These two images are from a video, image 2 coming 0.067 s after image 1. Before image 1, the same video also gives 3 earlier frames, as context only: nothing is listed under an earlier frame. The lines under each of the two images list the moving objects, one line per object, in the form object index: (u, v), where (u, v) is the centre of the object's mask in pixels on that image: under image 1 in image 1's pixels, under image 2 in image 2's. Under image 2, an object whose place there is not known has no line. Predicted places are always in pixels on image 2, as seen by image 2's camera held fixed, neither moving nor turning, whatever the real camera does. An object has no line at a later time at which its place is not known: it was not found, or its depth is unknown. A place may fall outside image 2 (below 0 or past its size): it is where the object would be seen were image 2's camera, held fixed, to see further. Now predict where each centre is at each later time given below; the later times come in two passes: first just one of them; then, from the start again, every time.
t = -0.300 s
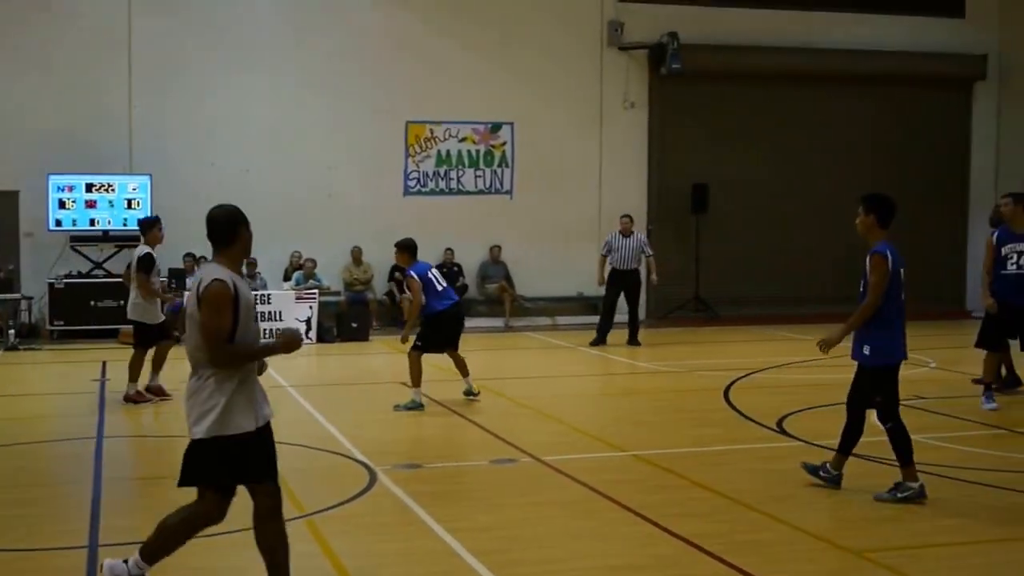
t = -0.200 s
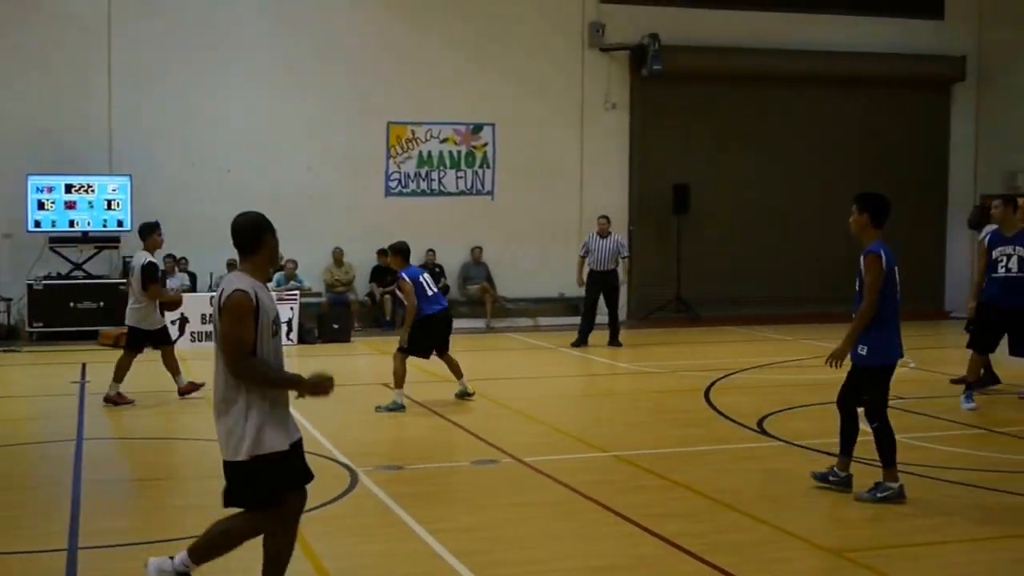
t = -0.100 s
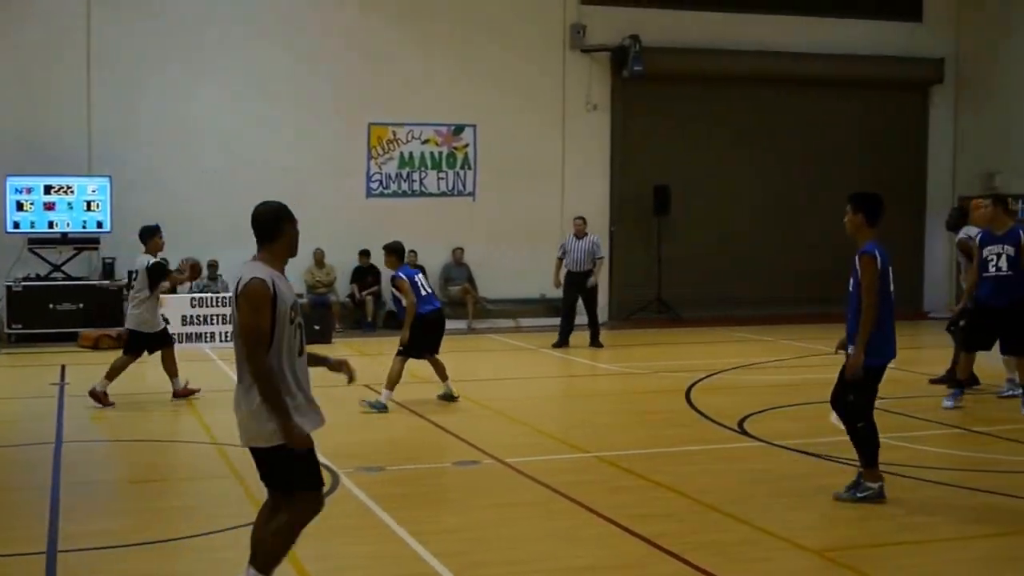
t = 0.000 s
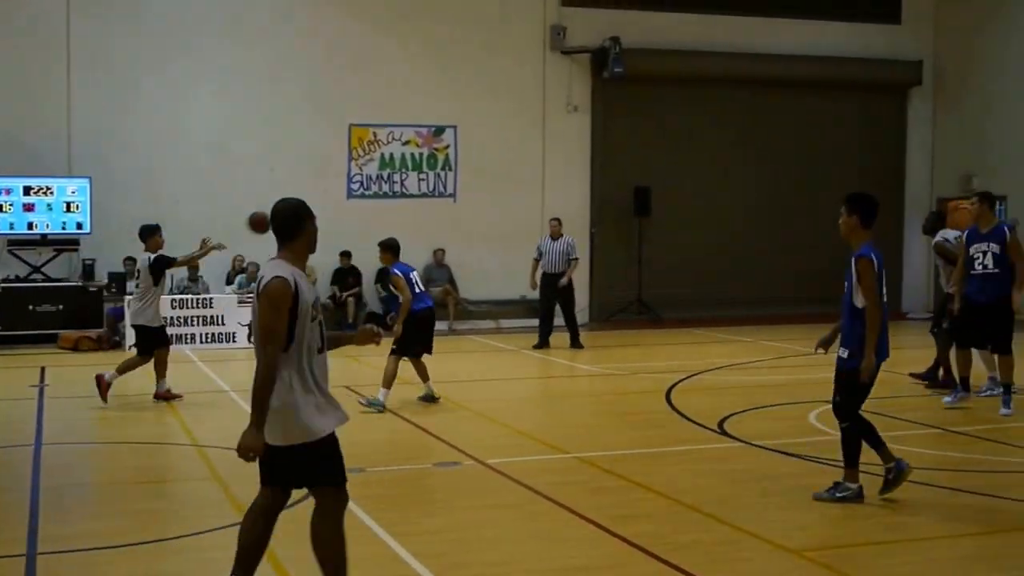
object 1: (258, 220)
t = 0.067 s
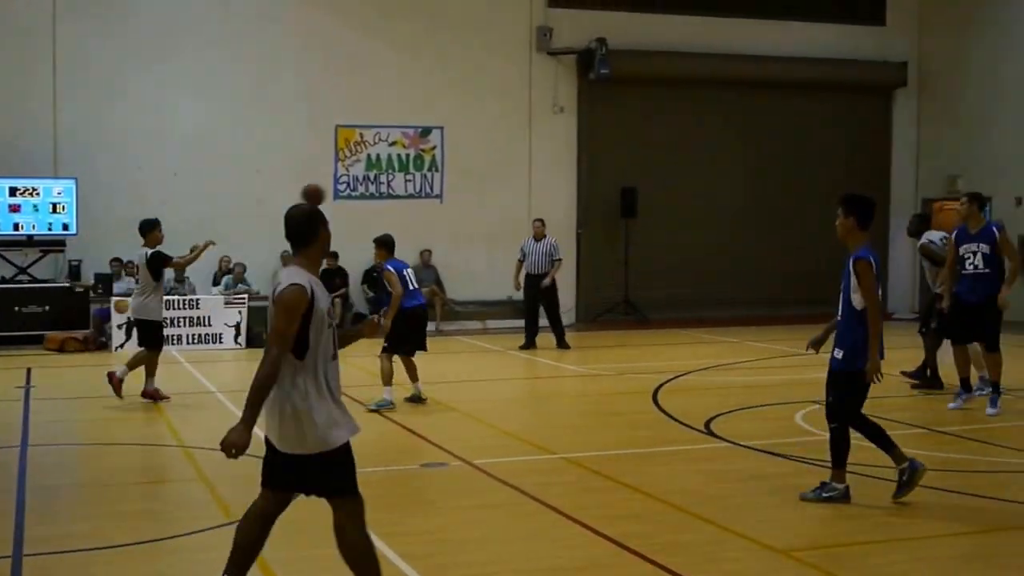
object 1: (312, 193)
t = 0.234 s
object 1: (468, 142)
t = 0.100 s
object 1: (343, 179)
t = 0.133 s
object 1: (376, 169)
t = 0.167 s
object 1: (409, 158)
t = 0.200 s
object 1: (439, 150)
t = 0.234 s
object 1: (468, 142)
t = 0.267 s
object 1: (497, 136)
